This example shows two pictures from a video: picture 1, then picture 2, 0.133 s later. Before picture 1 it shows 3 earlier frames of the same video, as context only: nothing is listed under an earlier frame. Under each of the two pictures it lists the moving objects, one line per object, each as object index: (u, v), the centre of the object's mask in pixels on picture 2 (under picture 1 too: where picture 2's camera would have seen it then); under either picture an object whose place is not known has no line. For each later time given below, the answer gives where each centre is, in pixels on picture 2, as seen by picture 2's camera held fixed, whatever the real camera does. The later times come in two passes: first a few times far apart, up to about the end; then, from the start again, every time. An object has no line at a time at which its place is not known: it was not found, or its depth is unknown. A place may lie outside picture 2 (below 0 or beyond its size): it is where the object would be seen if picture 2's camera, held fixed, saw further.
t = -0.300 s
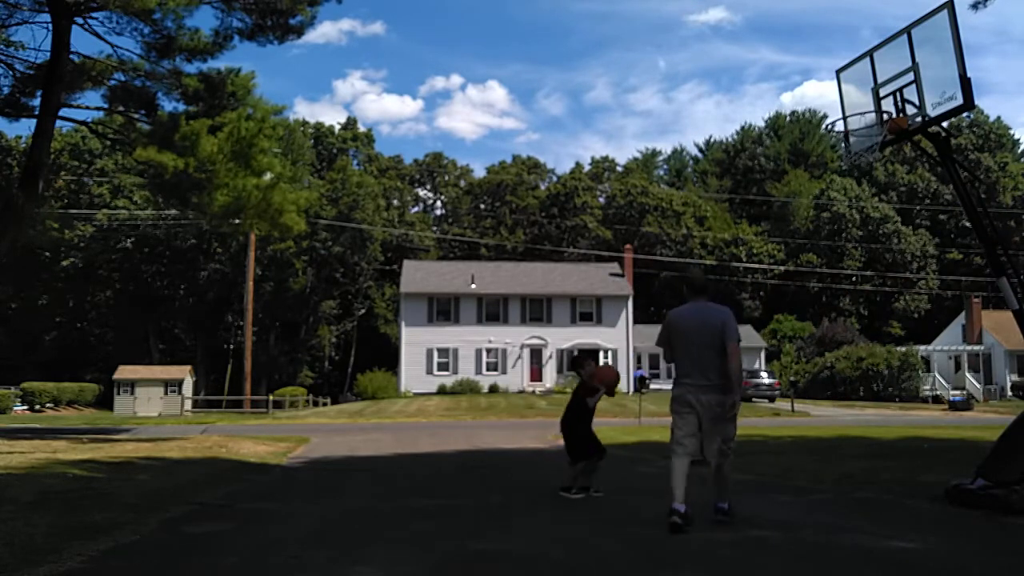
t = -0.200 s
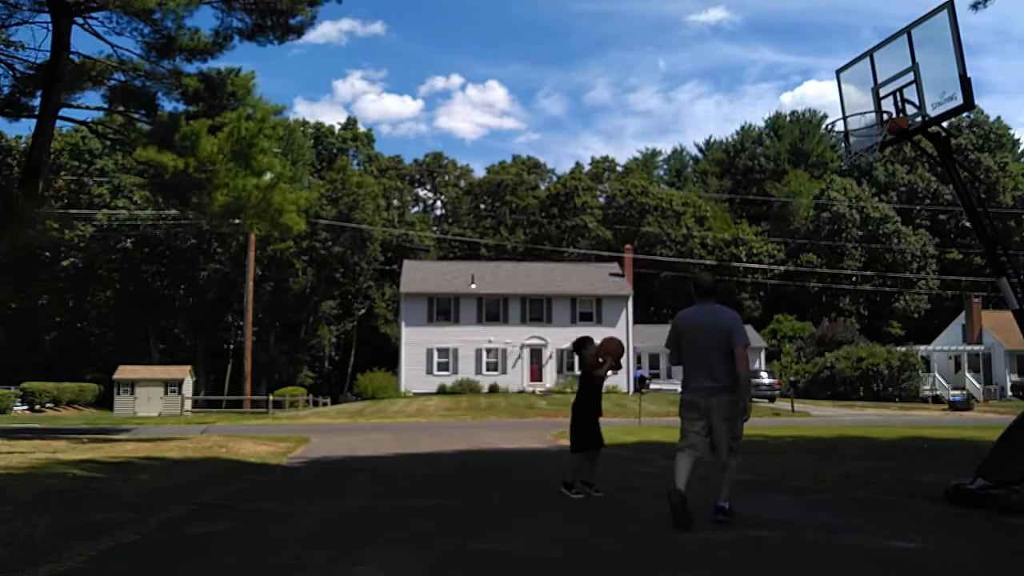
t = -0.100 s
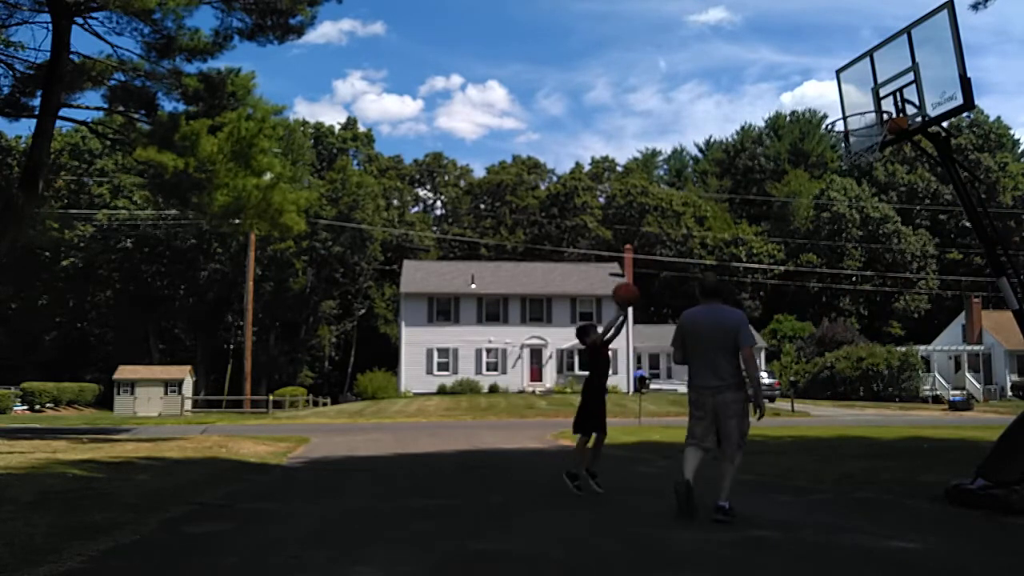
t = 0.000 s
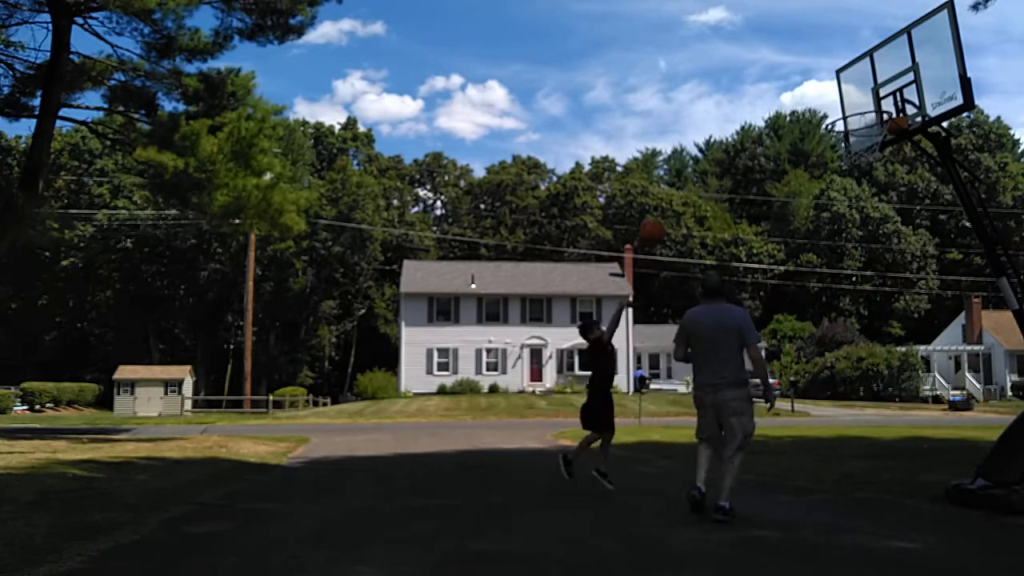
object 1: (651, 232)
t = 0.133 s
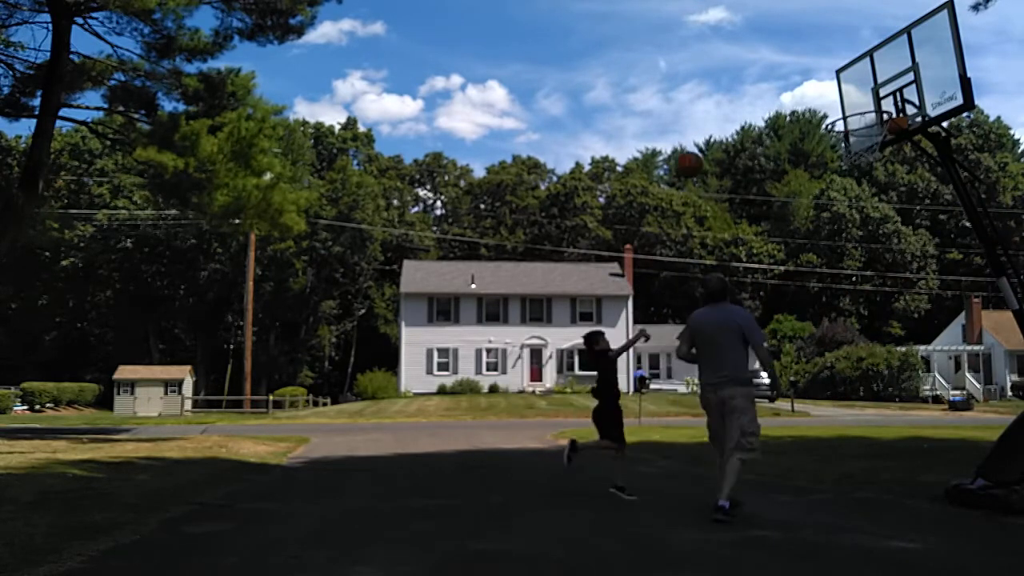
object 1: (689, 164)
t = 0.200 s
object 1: (707, 138)
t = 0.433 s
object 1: (776, 74)
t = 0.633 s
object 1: (839, 67)
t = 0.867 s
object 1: (844, 117)
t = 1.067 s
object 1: (813, 117)
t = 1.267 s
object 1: (781, 163)
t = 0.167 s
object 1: (698, 150)
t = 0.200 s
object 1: (707, 138)
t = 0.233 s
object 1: (717, 124)
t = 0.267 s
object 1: (727, 113)
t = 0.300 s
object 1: (737, 103)
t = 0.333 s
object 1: (746, 94)
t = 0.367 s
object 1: (756, 86)
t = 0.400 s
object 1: (766, 80)
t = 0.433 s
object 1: (776, 74)
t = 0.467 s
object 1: (786, 70)
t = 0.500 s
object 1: (796, 67)
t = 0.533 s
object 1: (807, 65)
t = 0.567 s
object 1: (817, 64)
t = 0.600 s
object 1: (828, 65)
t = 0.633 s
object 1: (839, 67)
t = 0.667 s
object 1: (850, 70)
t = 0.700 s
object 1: (851, 75)
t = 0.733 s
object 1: (850, 80)
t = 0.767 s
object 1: (849, 88)
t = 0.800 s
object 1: (847, 97)
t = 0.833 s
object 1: (846, 107)
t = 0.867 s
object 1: (844, 117)
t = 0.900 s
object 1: (839, 114)
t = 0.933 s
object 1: (834, 112)
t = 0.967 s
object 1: (829, 112)
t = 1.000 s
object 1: (824, 112)
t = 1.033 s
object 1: (818, 114)
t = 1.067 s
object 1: (813, 117)
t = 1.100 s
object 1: (808, 122)
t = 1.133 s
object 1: (802, 126)
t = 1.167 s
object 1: (797, 133)
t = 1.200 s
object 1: (793, 140)
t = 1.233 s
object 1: (786, 152)
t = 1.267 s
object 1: (781, 163)
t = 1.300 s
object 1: (776, 177)
